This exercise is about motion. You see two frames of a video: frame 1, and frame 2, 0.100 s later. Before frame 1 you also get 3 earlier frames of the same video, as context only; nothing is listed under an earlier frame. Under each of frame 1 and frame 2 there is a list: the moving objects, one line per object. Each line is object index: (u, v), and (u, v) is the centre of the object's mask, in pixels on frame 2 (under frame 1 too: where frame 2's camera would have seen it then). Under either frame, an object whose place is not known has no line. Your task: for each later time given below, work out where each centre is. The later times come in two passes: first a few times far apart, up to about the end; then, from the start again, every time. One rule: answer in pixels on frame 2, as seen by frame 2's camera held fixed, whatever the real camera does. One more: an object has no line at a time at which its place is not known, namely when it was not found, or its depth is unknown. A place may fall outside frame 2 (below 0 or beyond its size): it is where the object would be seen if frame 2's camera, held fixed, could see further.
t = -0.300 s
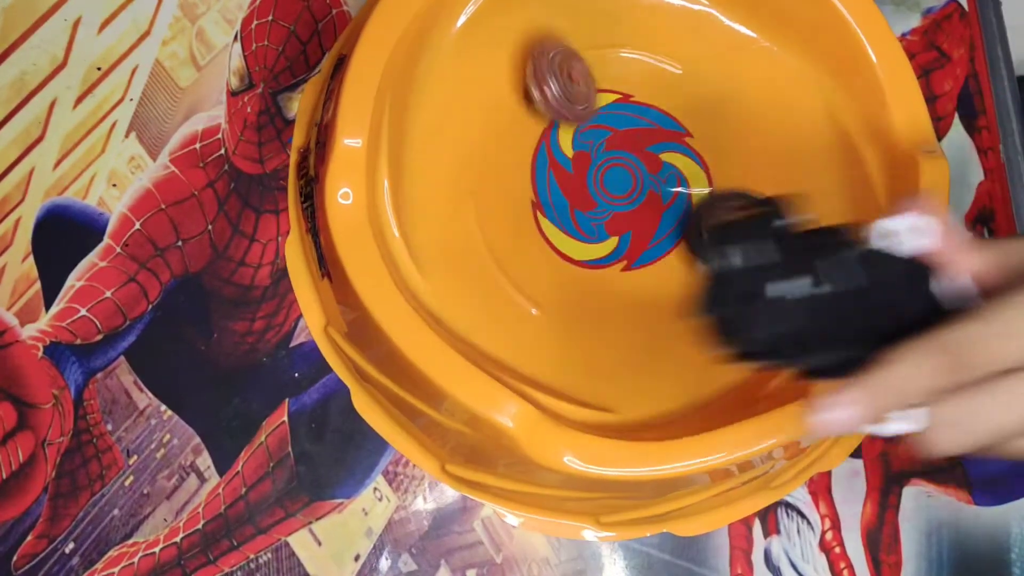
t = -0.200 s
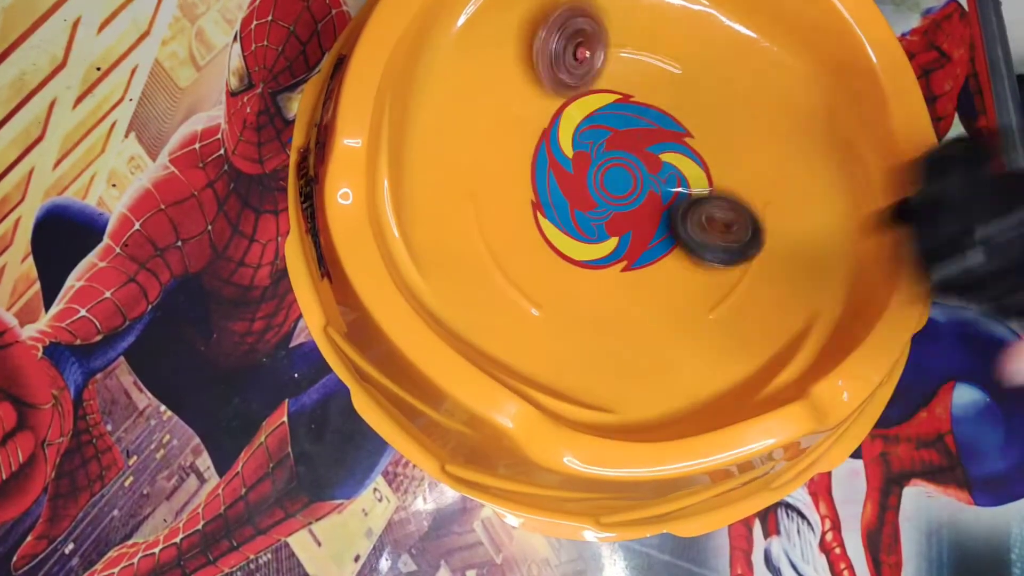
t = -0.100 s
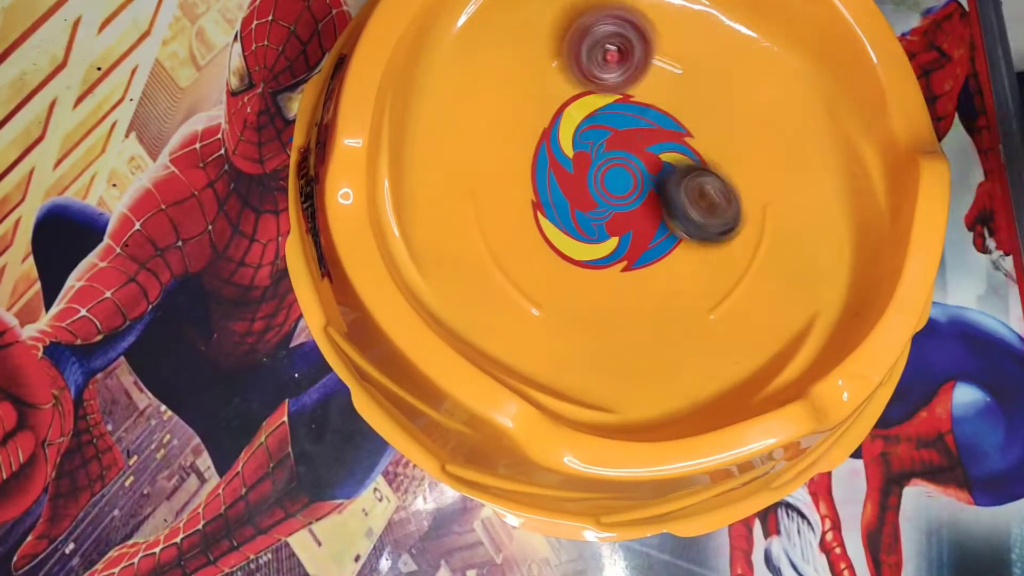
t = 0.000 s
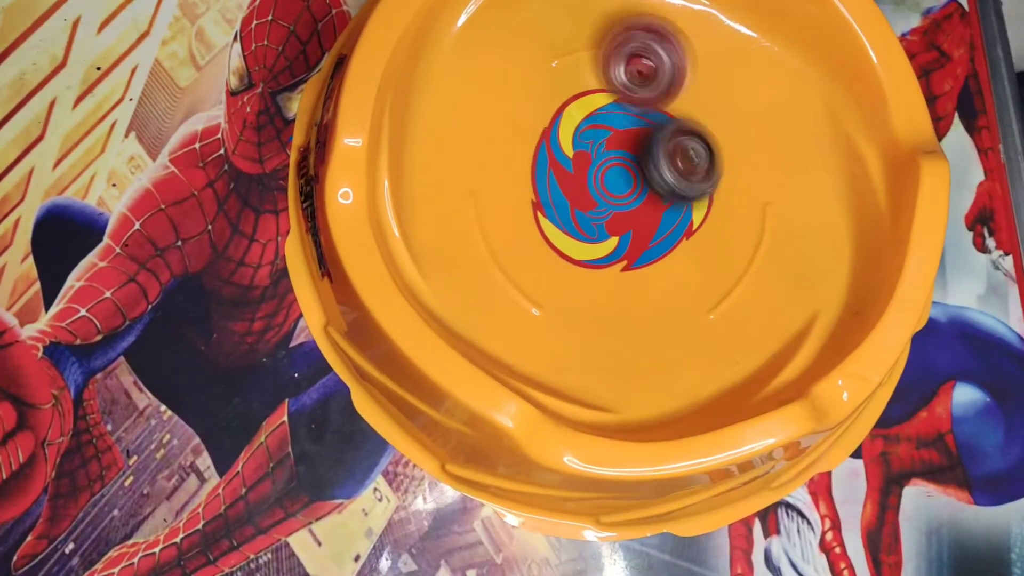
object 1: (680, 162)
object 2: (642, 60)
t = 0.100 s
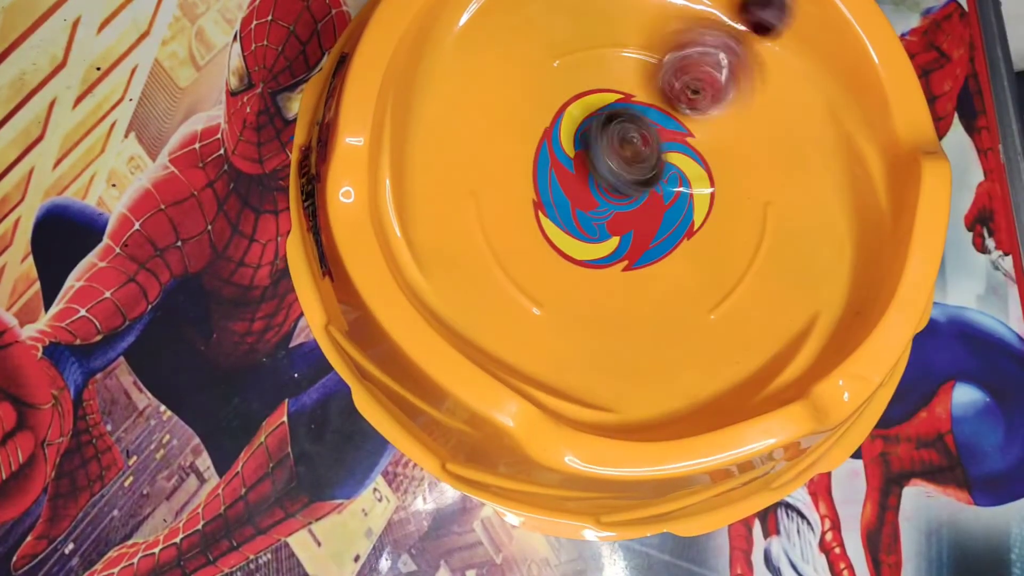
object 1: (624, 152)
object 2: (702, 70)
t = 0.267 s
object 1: (636, 120)
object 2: (808, 256)
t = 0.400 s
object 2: (739, 301)
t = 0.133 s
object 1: (617, 145)
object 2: (729, 92)
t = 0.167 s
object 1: (623, 135)
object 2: (772, 158)
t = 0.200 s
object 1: (627, 129)
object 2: (789, 195)
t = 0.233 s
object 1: (630, 121)
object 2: (806, 223)
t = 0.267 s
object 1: (636, 120)
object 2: (808, 256)
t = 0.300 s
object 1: (652, 118)
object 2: (790, 290)
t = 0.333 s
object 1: (650, 115)
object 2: (772, 300)
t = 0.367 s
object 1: (646, 113)
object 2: (754, 304)
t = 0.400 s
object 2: (739, 301)
